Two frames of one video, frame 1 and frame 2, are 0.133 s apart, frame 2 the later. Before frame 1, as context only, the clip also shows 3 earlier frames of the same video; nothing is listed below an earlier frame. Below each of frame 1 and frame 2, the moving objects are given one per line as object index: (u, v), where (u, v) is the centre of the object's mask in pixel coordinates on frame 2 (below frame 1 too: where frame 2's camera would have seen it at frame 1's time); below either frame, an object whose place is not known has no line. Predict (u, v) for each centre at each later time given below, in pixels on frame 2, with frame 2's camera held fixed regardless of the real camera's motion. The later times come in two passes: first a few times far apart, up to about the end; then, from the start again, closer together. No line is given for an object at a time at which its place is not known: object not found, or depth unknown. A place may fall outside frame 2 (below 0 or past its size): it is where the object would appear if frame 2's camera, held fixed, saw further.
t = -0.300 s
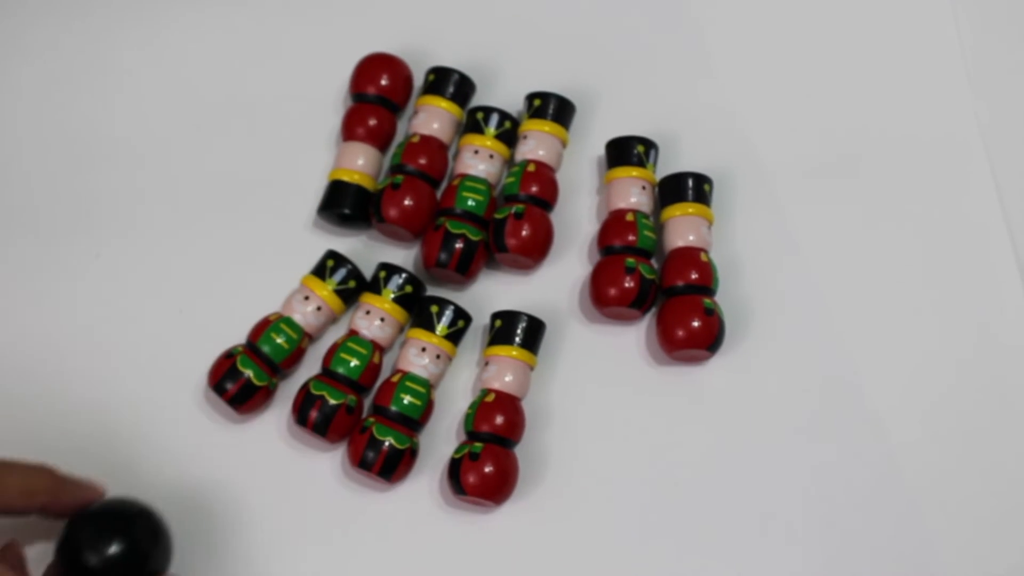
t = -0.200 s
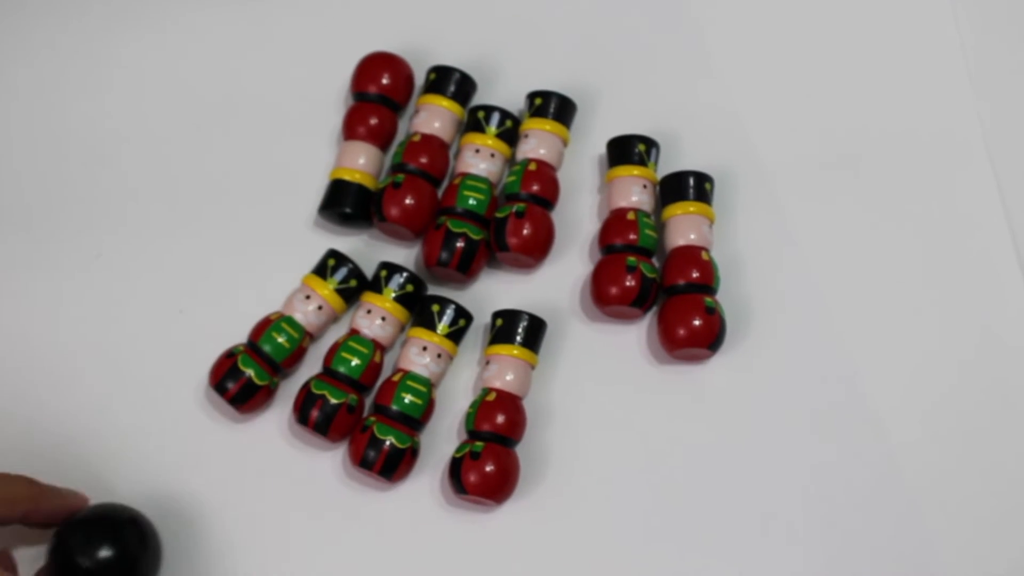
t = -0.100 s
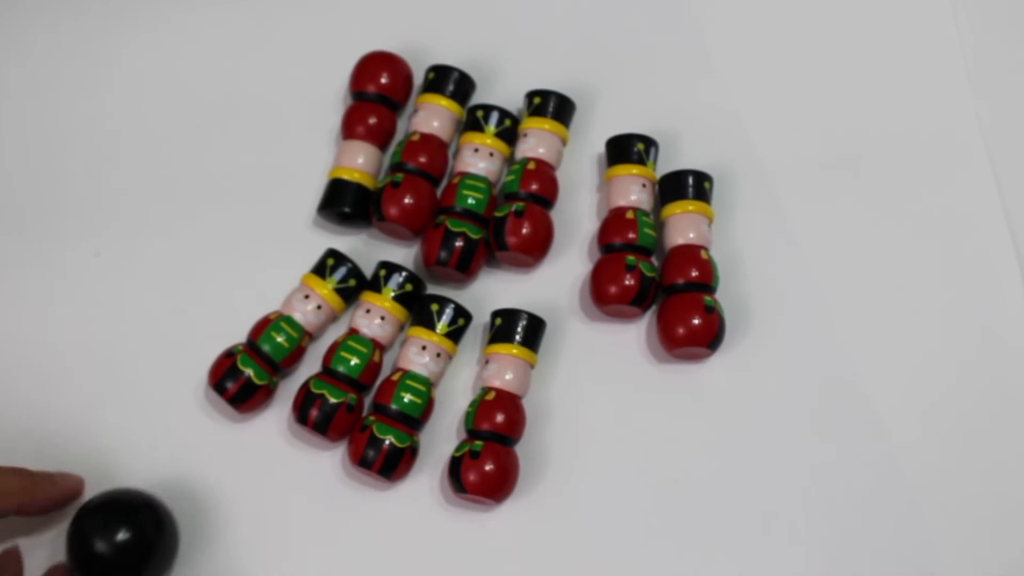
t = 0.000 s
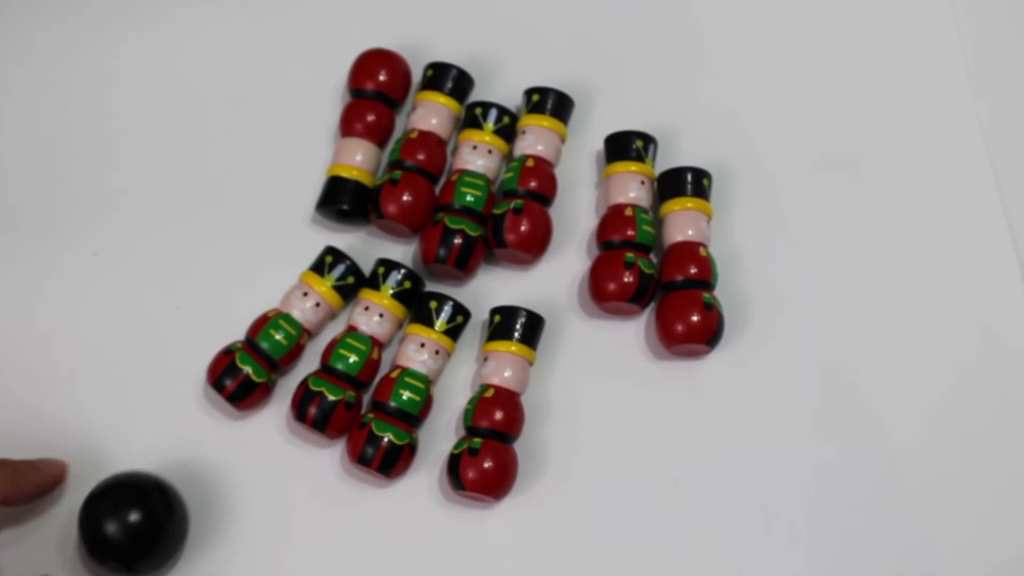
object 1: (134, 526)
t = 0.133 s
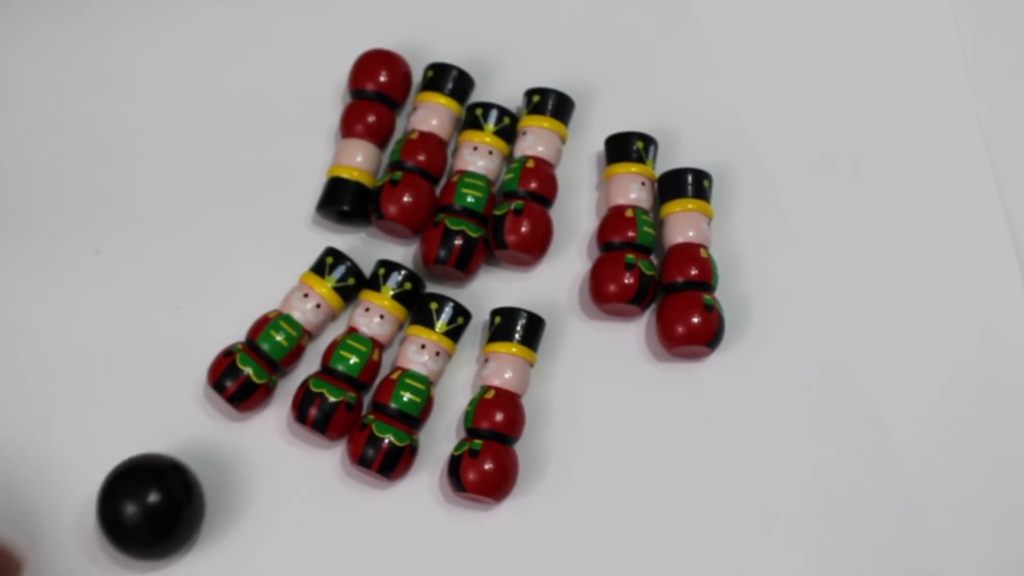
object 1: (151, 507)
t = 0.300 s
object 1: (179, 472)
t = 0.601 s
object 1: (202, 435)
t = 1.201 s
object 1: (183, 470)
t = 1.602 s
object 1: (193, 444)
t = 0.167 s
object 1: (156, 501)
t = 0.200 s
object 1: (161, 495)
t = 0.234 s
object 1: (166, 488)
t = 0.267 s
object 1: (173, 481)
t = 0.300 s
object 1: (179, 472)
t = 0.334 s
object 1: (185, 464)
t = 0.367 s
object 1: (192, 454)
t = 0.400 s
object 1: (196, 448)
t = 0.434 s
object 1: (198, 444)
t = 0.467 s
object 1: (199, 441)
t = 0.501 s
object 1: (200, 439)
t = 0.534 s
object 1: (201, 437)
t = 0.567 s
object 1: (201, 436)
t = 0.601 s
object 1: (202, 435)
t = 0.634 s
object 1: (201, 436)
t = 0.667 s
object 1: (201, 437)
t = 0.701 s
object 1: (200, 439)
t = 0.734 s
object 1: (199, 442)
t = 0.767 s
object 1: (197, 445)
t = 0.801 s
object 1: (195, 448)
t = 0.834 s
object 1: (193, 452)
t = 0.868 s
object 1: (191, 457)
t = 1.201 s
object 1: (183, 470)
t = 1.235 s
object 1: (184, 468)
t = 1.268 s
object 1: (185, 466)
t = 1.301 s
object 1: (186, 464)
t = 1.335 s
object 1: (188, 461)
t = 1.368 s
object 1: (189, 458)
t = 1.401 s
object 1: (190, 455)
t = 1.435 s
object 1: (192, 452)
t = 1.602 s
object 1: (193, 444)
